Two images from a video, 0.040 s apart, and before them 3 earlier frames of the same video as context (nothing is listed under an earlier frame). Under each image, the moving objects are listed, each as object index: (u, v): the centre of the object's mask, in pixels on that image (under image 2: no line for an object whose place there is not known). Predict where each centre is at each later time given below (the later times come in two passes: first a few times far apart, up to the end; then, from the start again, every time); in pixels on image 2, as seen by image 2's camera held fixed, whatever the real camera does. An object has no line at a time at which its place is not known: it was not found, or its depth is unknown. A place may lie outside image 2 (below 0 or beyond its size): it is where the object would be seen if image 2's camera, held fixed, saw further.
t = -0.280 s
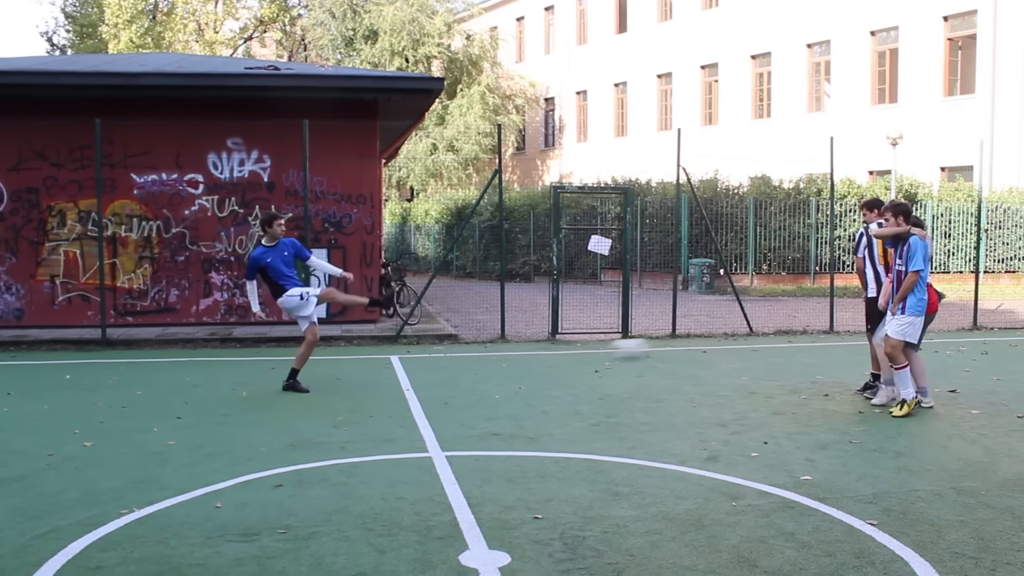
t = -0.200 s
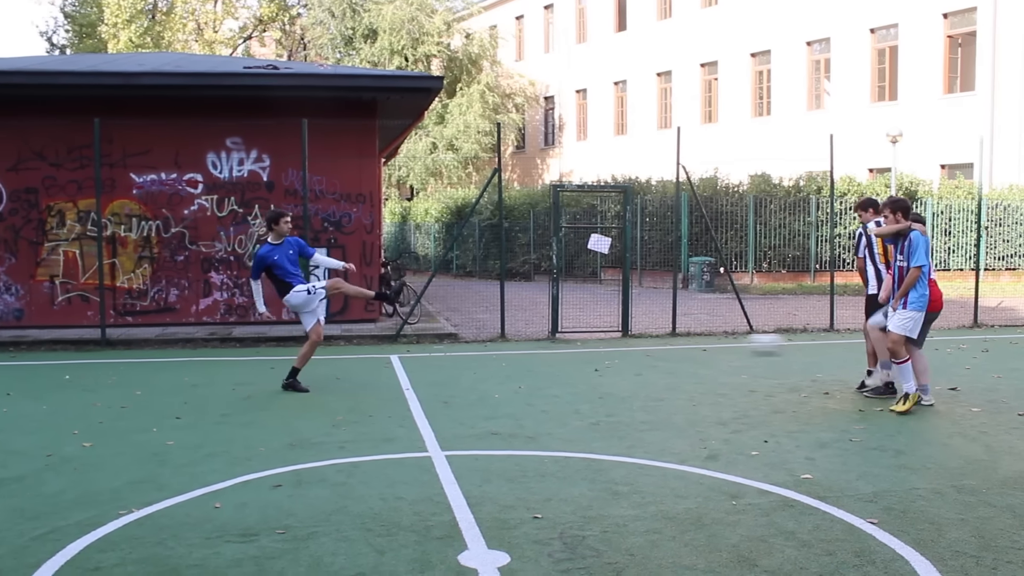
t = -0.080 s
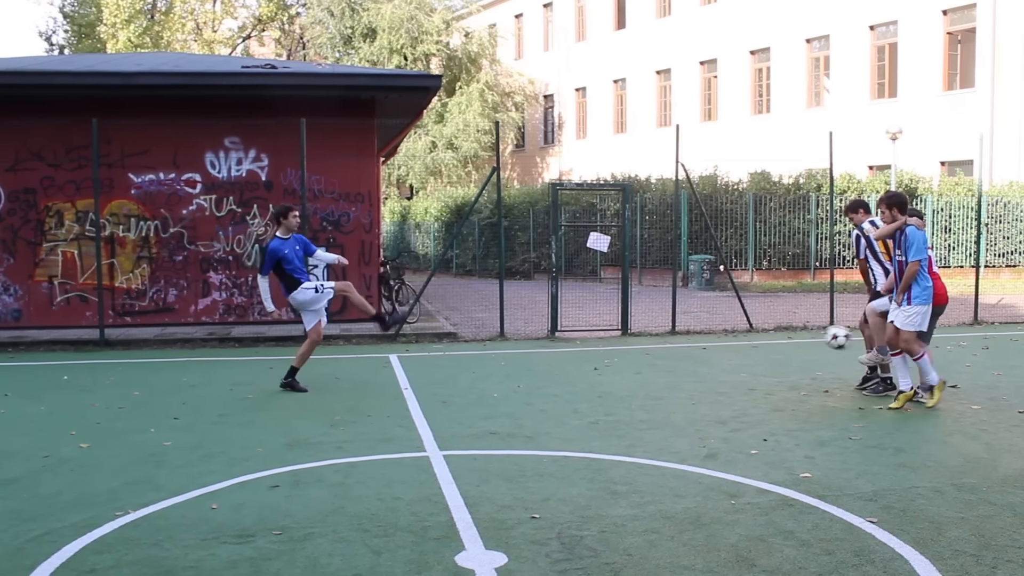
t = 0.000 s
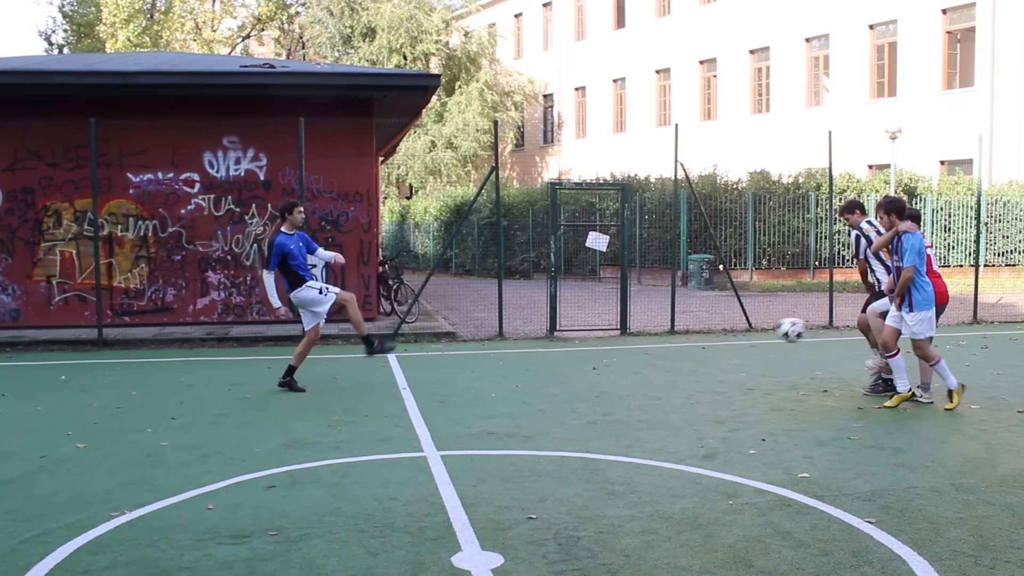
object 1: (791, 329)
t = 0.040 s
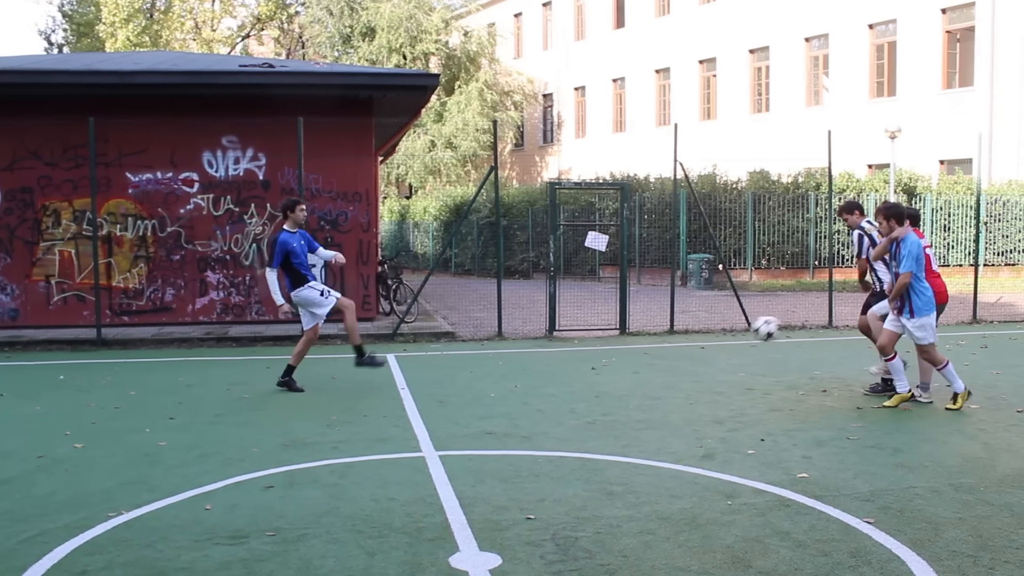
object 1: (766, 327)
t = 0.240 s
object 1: (631, 354)
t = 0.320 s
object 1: (573, 382)
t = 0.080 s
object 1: (741, 329)
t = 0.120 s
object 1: (716, 332)
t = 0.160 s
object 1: (689, 337)
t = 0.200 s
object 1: (661, 345)
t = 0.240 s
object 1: (631, 354)
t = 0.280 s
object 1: (603, 367)
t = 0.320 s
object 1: (573, 382)
